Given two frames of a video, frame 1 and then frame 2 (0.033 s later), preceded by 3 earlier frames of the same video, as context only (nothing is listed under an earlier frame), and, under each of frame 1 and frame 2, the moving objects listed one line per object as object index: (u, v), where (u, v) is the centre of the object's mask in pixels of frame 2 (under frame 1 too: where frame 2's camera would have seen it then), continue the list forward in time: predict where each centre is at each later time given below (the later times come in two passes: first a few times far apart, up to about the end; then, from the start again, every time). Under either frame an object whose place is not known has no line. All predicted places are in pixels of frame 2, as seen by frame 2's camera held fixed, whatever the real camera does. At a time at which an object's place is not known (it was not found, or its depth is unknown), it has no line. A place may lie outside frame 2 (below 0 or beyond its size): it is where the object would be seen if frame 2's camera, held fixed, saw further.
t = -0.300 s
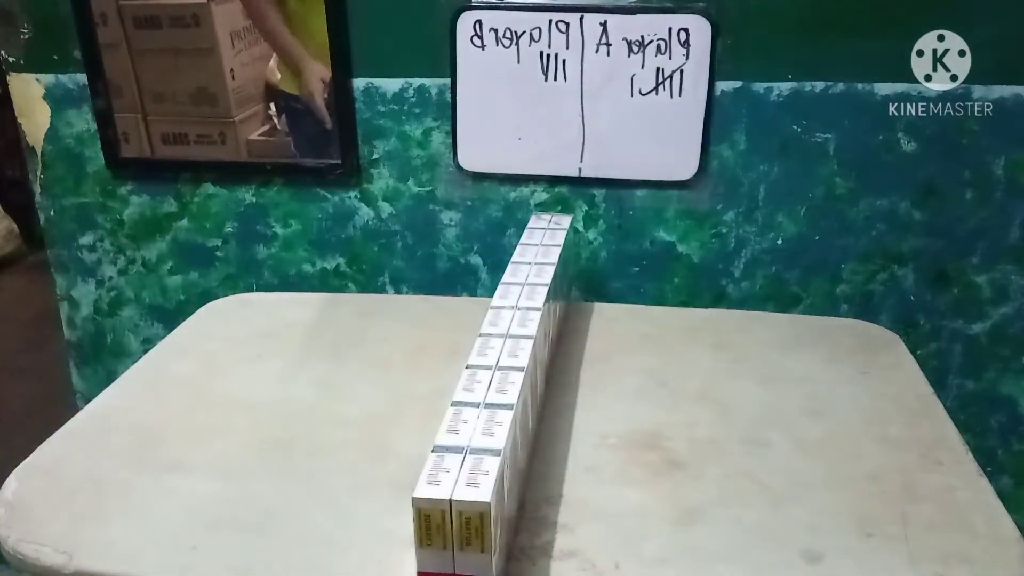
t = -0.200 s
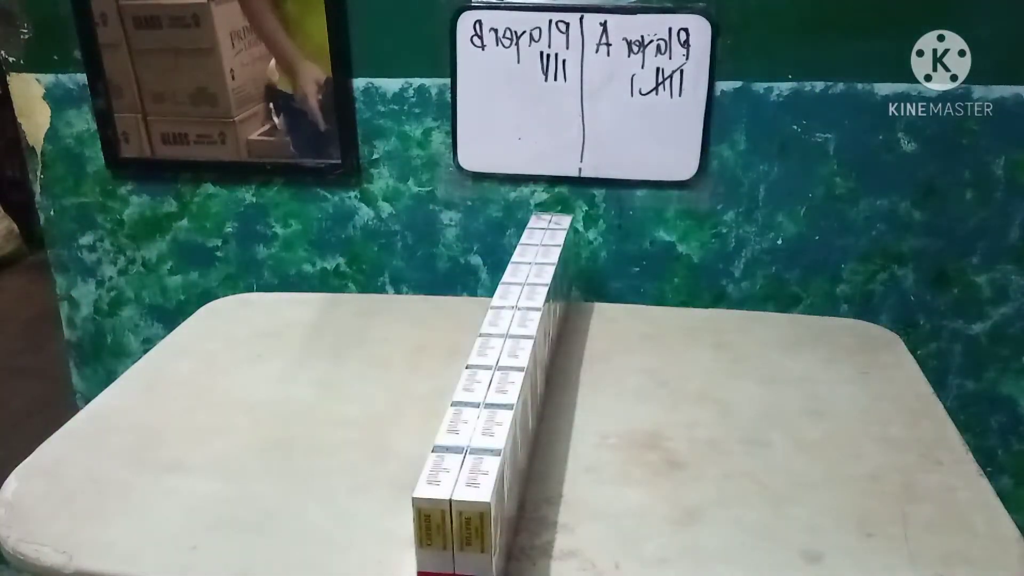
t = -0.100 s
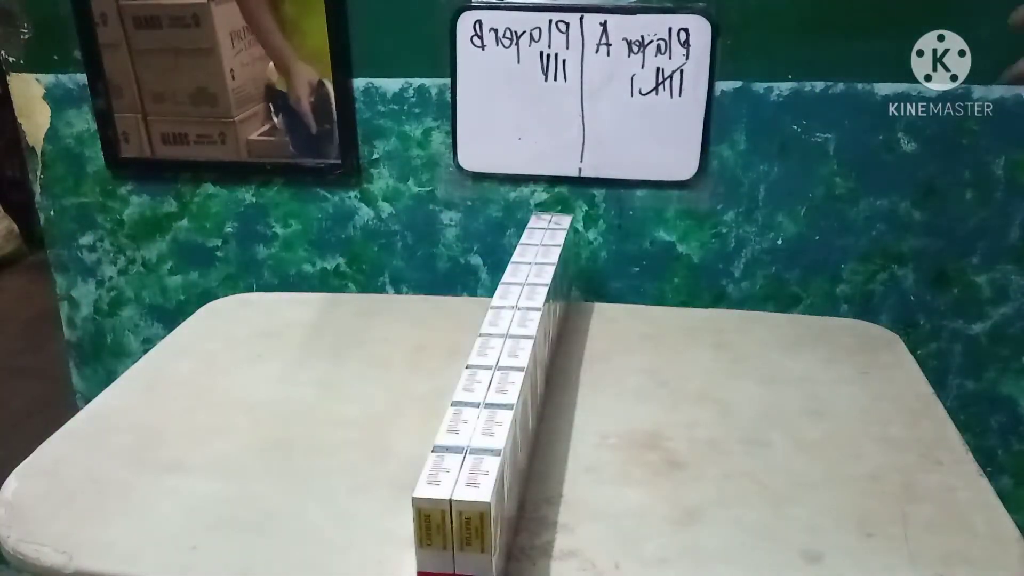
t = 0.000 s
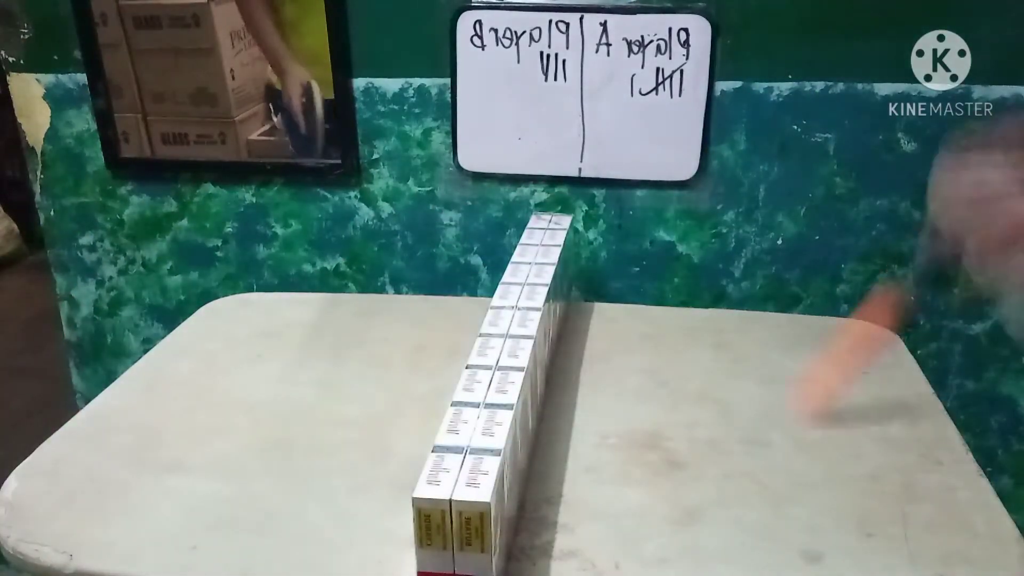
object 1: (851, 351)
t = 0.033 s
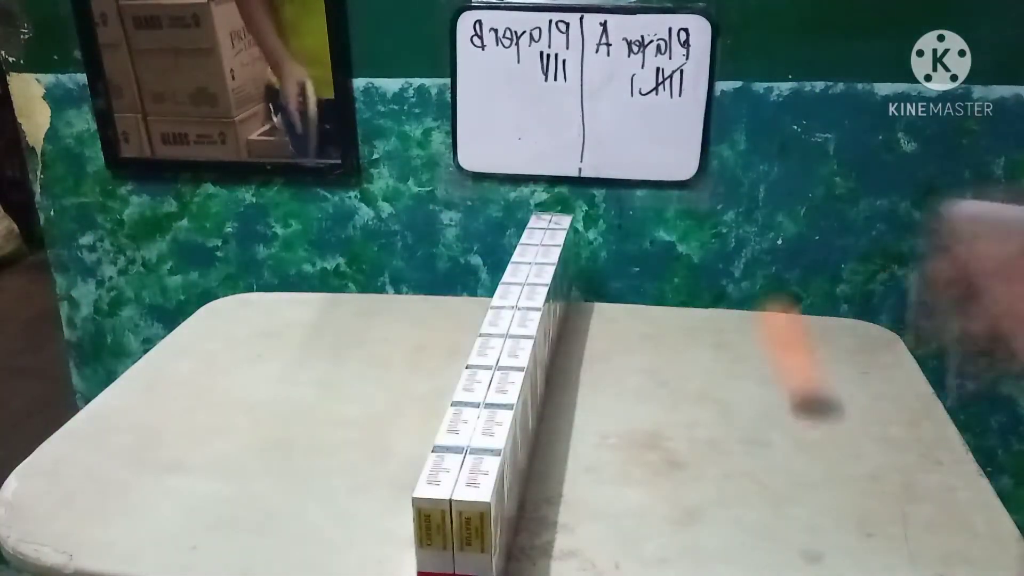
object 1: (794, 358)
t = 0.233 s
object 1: (578, 57)
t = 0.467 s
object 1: (355, 283)
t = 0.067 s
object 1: (758, 271)
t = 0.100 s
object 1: (726, 208)
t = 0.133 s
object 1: (694, 154)
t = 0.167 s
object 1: (650, 104)
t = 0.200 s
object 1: (612, 76)
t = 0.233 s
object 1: (578, 57)
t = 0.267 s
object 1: (537, 52)
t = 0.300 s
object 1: (499, 64)
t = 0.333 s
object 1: (465, 87)
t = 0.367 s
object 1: (431, 122)
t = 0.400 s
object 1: (404, 164)
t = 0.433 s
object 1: (376, 224)
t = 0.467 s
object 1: (355, 283)
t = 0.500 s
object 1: (332, 341)
